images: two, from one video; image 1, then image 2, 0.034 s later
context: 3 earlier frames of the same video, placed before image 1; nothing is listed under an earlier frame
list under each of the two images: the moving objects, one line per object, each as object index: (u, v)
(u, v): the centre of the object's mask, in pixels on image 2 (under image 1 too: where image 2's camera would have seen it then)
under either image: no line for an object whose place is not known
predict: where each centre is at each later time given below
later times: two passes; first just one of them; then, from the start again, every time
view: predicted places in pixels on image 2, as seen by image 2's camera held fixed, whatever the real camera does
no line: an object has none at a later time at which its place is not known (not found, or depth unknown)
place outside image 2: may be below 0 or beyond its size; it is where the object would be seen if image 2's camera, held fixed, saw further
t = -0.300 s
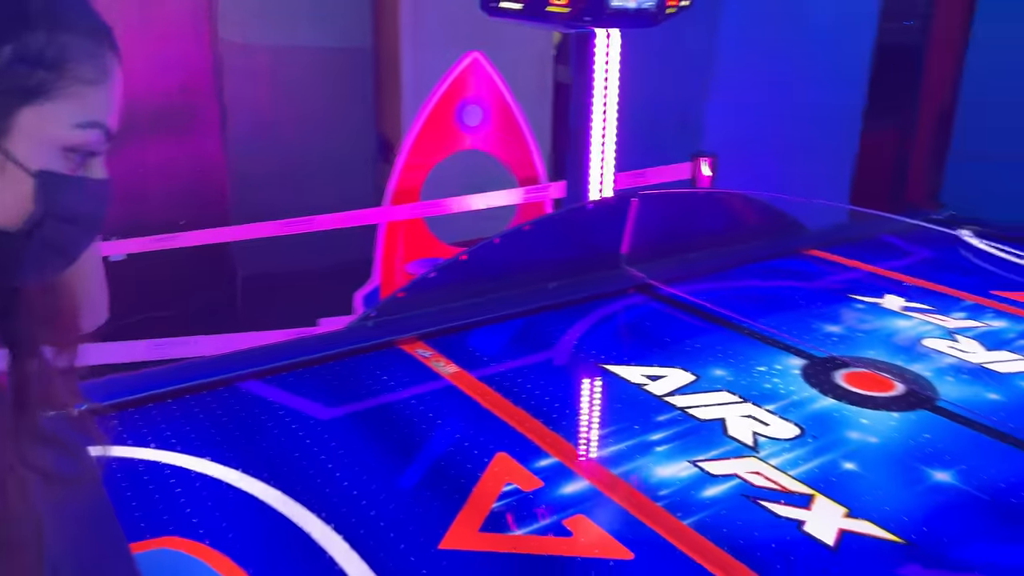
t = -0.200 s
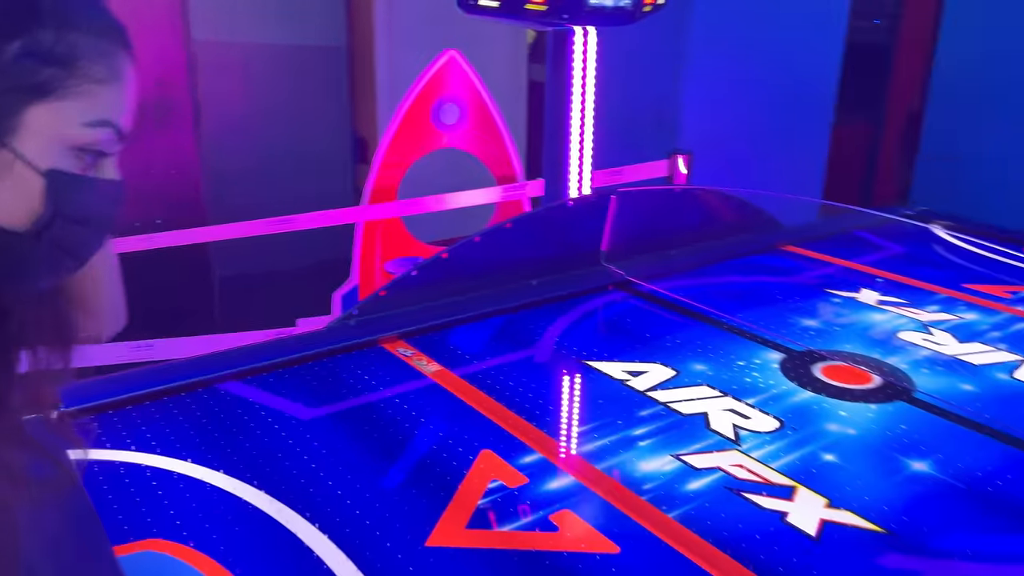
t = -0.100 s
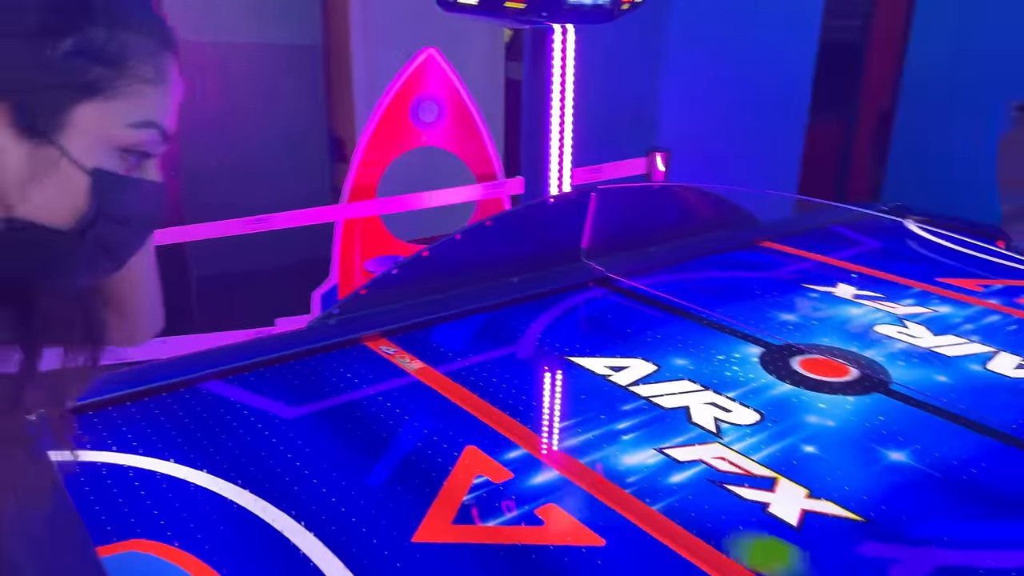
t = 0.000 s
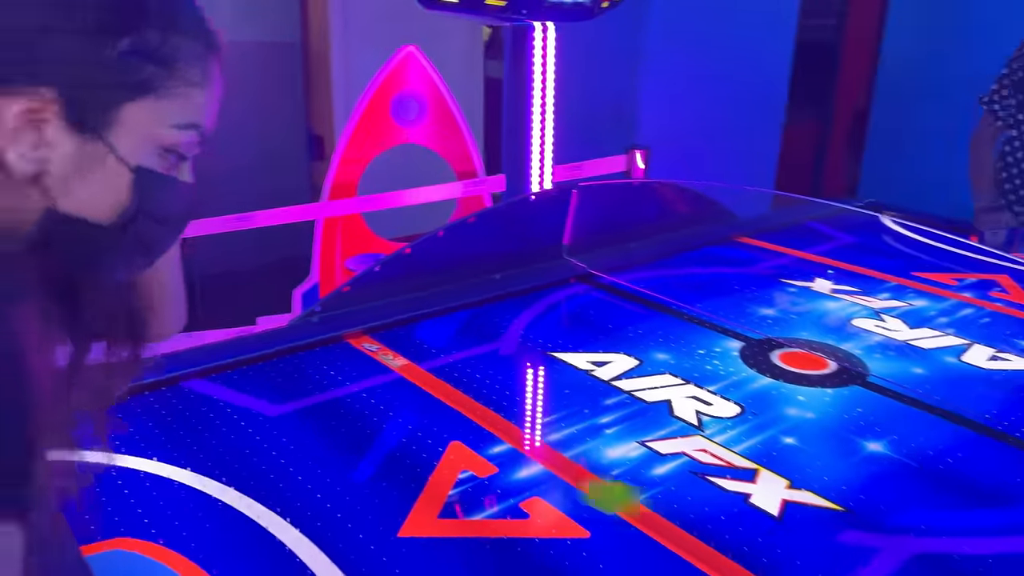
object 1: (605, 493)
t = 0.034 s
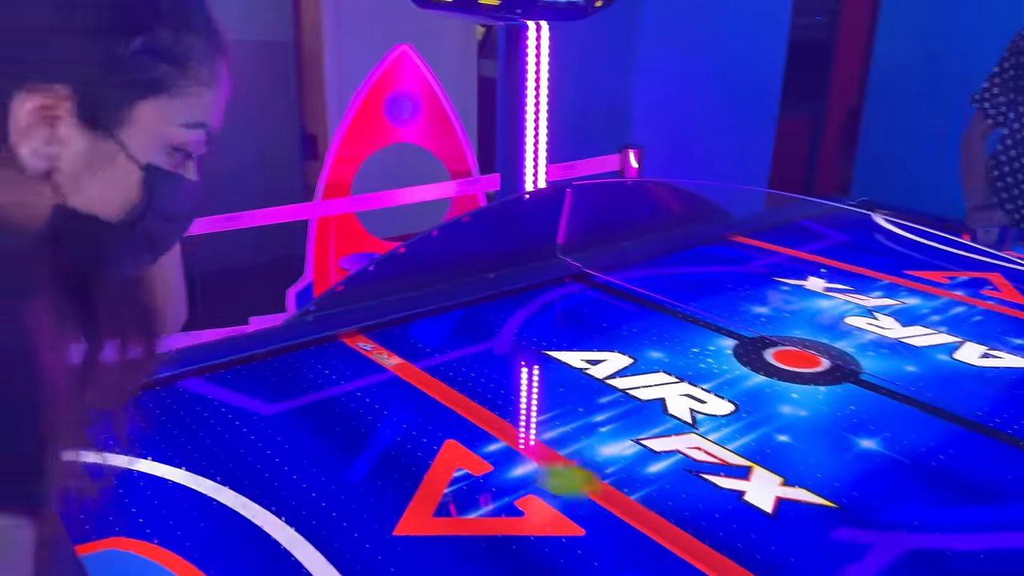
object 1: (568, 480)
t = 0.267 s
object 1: (330, 402)
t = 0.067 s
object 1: (531, 468)
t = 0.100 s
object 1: (491, 453)
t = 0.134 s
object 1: (453, 441)
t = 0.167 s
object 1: (423, 431)
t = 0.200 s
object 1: (391, 421)
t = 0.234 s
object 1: (359, 411)
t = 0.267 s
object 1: (330, 402)
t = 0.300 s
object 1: (301, 392)
